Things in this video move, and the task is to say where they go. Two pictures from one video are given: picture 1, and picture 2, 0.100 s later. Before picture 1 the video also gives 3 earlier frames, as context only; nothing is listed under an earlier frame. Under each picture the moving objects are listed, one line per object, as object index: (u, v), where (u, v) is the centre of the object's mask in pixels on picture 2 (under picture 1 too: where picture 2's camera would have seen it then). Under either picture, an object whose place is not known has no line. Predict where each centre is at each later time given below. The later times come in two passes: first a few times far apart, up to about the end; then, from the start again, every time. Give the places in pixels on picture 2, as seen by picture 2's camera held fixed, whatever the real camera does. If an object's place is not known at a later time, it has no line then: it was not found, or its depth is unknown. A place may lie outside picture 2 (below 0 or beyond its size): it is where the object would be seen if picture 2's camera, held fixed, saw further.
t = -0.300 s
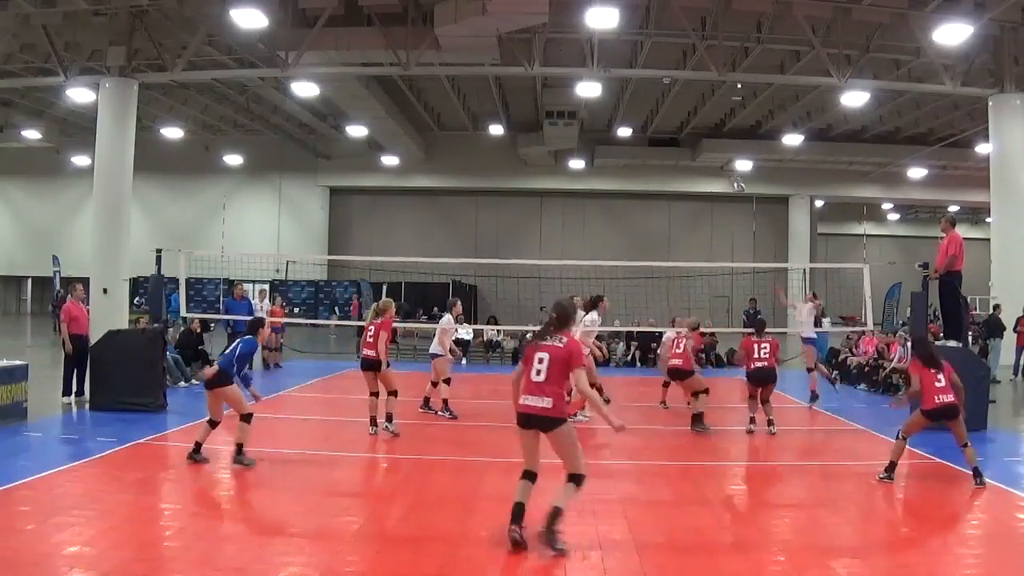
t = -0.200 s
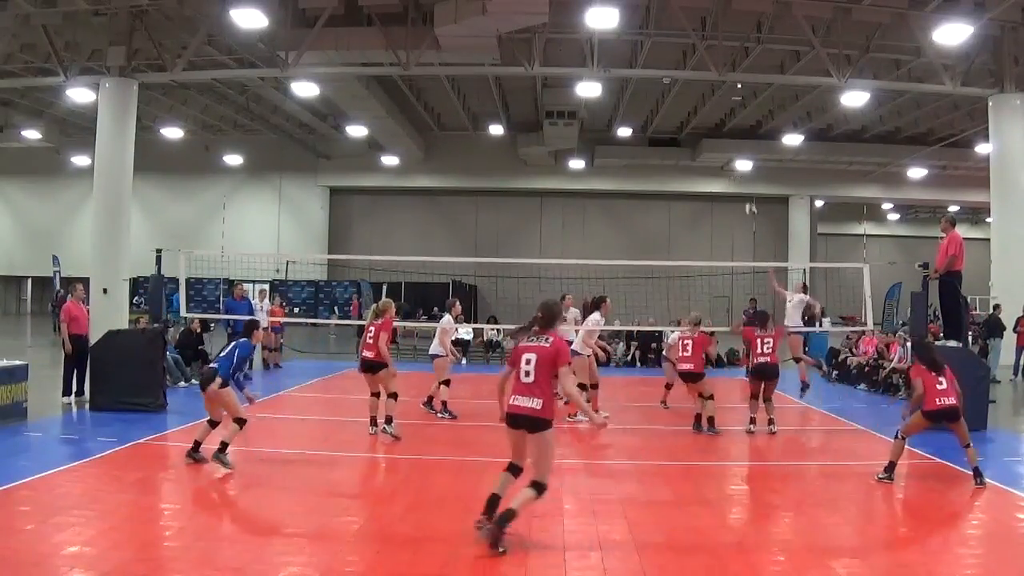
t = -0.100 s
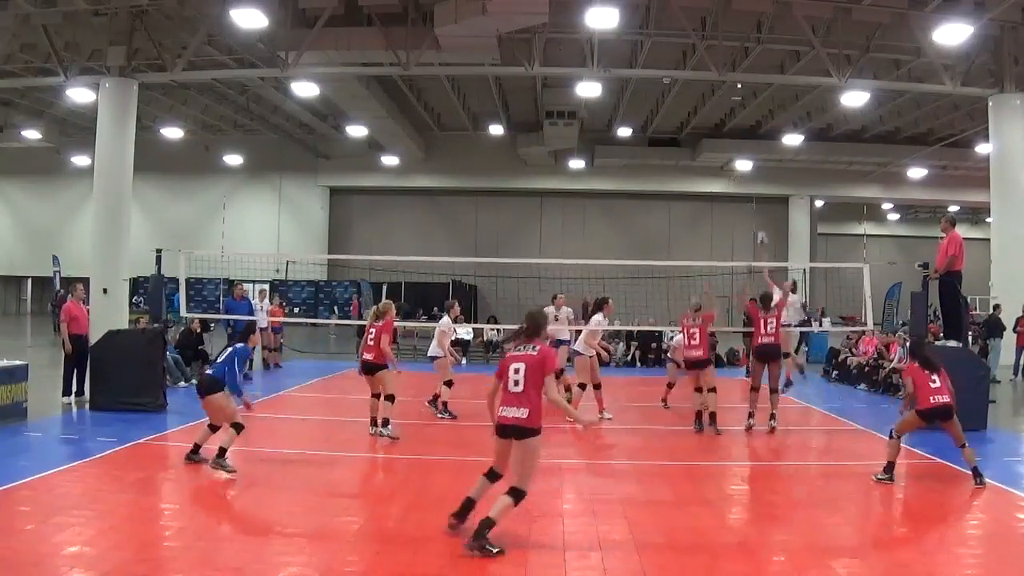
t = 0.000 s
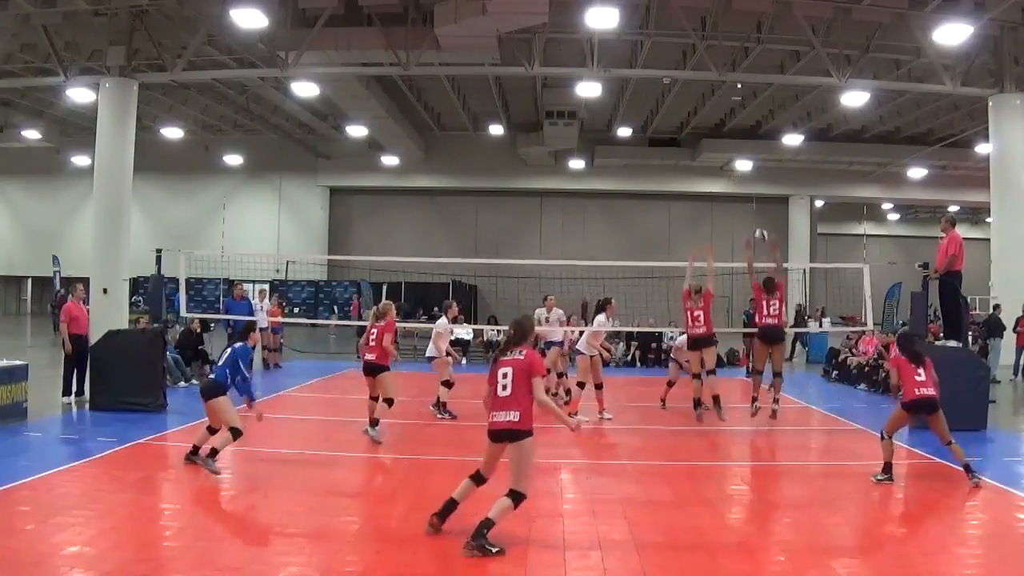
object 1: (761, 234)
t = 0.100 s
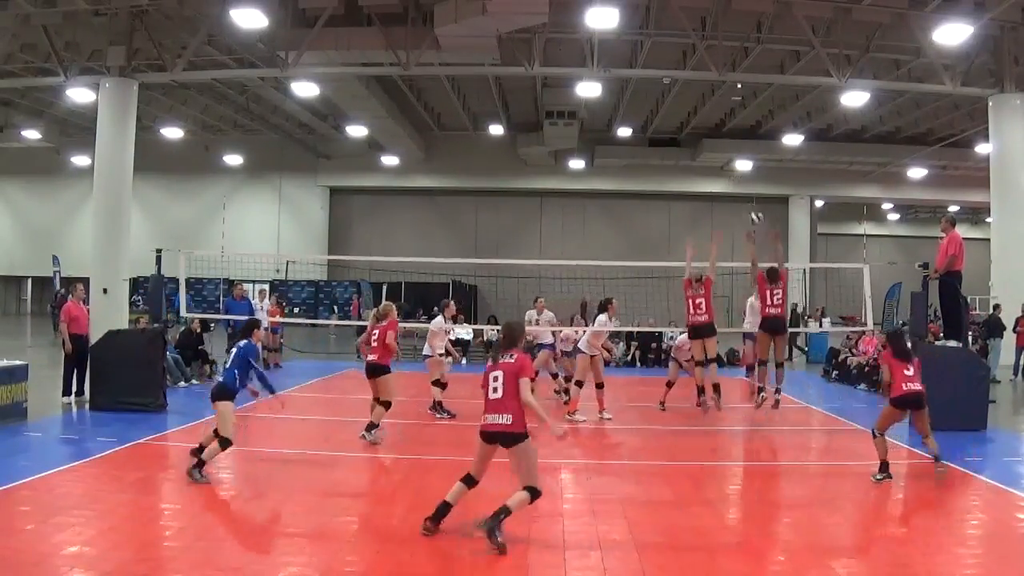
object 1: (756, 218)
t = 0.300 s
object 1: (742, 202)
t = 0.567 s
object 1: (719, 226)
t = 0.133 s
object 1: (753, 213)
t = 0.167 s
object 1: (751, 211)
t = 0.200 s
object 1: (749, 207)
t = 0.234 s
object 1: (748, 205)
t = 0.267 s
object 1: (745, 203)
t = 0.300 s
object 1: (742, 202)
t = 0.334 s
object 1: (740, 202)
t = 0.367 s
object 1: (737, 202)
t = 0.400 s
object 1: (735, 203)
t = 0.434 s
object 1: (732, 206)
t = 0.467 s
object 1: (729, 209)
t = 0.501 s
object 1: (726, 214)
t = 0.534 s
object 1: (723, 219)
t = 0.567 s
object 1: (719, 226)
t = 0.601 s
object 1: (716, 233)
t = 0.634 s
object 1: (711, 244)
